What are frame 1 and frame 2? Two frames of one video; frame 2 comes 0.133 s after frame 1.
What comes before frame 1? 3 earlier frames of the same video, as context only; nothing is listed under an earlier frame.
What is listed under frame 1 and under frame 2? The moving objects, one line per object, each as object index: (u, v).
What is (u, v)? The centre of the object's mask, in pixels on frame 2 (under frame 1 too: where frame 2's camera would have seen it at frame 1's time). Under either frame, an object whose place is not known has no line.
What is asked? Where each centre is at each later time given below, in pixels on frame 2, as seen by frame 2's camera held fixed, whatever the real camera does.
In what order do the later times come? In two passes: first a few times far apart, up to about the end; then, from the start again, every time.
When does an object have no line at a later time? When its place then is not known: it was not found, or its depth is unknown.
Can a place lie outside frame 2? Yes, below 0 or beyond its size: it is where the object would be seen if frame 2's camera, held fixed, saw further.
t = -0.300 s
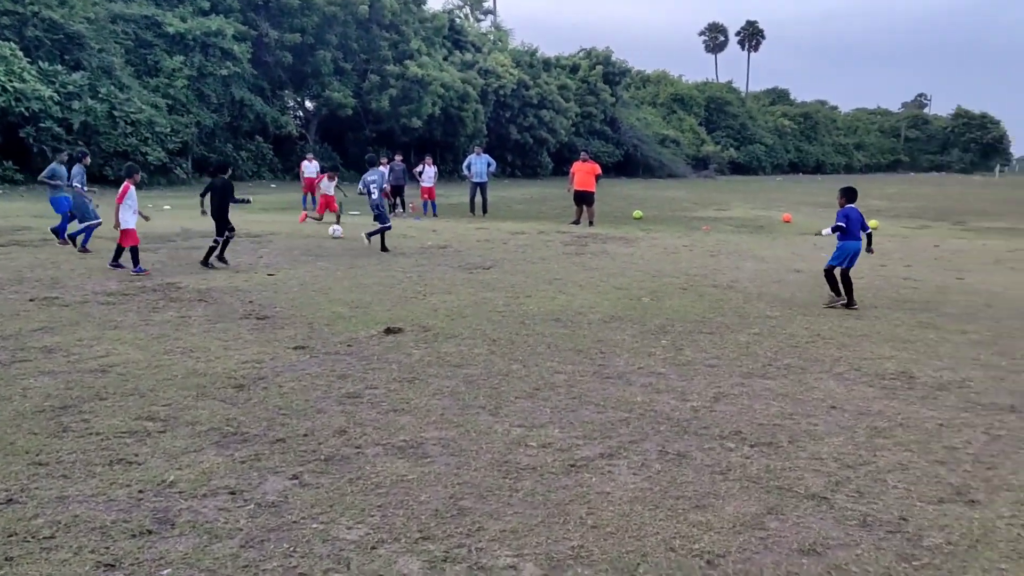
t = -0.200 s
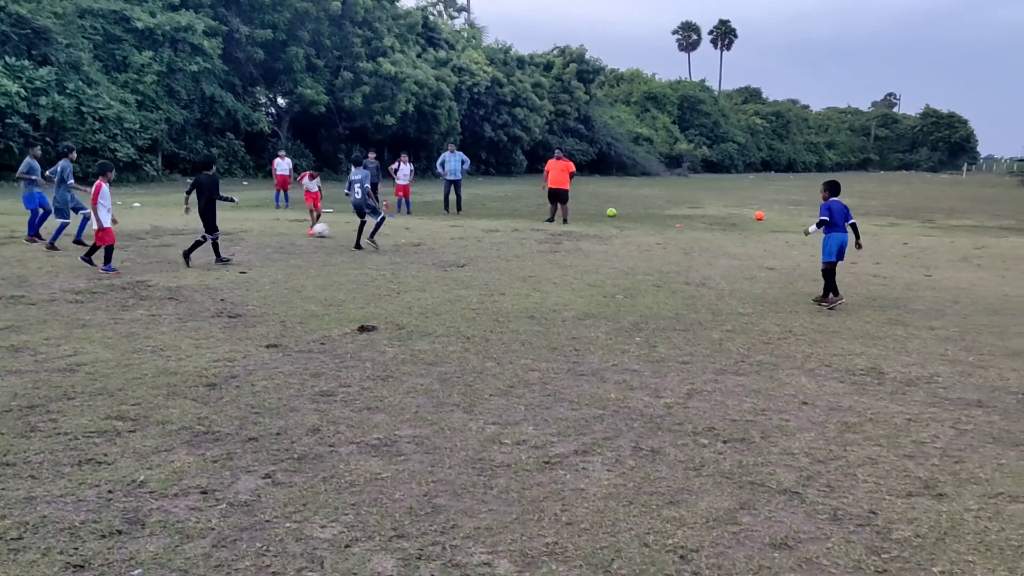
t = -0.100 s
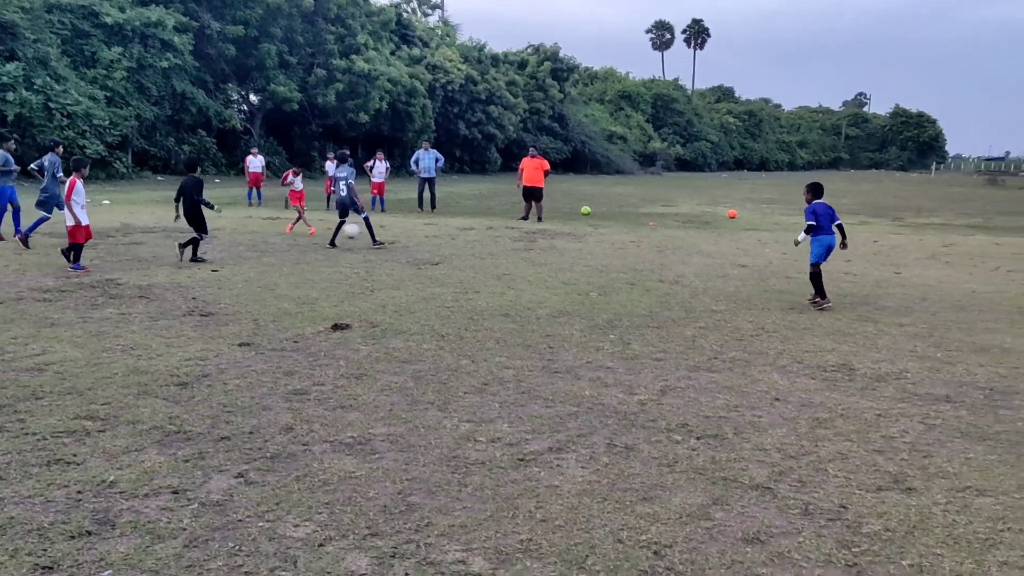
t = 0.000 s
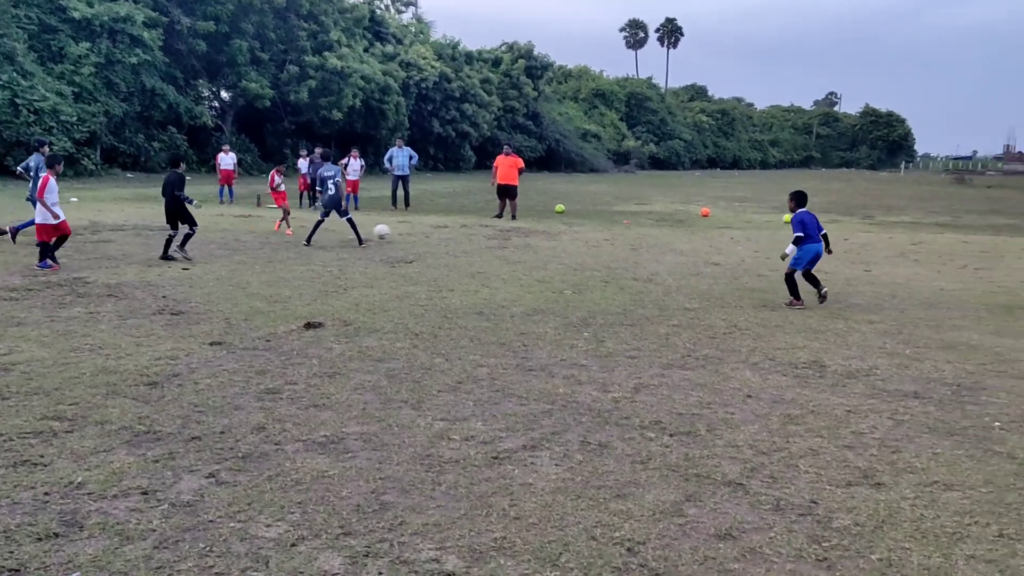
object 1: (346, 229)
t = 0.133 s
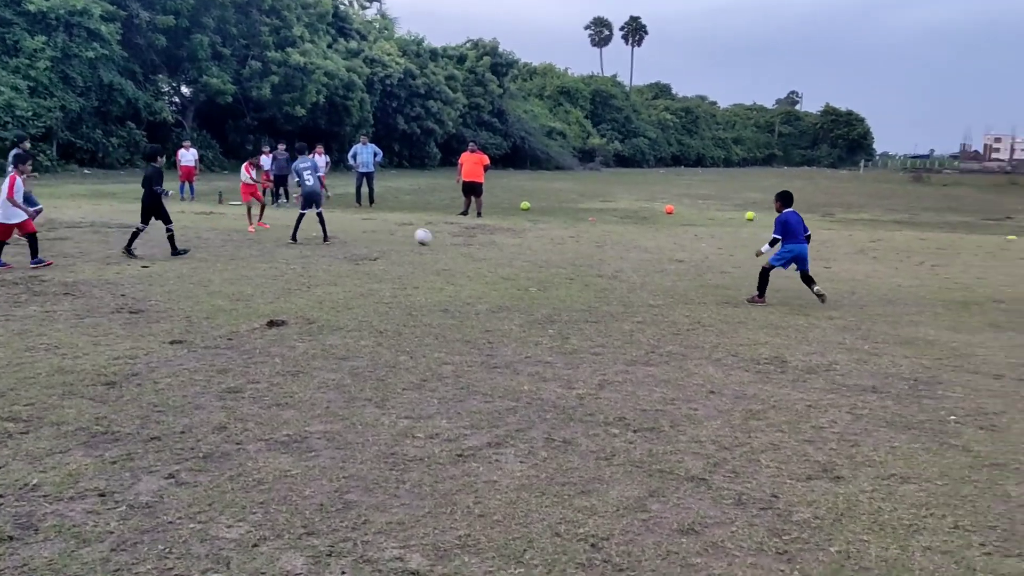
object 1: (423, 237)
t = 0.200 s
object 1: (460, 240)
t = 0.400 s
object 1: (562, 247)
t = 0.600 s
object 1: (649, 250)
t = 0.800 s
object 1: (738, 251)
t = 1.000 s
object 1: (830, 265)
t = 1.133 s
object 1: (892, 270)
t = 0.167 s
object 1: (442, 239)
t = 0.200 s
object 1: (460, 240)
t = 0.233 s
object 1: (478, 242)
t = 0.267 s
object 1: (496, 244)
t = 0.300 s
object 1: (513, 244)
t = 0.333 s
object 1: (529, 245)
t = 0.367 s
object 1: (546, 246)
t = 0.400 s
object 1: (562, 247)
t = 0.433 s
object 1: (579, 249)
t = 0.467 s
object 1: (593, 247)
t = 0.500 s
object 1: (607, 246)
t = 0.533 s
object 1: (621, 246)
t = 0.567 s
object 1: (635, 247)
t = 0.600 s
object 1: (649, 250)
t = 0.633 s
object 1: (664, 252)
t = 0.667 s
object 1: (679, 256)
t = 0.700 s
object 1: (694, 255)
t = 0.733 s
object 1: (708, 252)
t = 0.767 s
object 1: (723, 251)
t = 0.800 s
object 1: (738, 251)
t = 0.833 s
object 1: (752, 252)
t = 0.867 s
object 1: (768, 253)
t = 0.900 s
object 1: (783, 256)
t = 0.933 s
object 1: (799, 260)
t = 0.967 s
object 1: (813, 265)
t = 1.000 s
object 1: (830, 265)
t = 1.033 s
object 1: (845, 265)
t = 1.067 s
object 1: (861, 267)
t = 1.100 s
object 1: (876, 268)
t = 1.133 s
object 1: (892, 270)
